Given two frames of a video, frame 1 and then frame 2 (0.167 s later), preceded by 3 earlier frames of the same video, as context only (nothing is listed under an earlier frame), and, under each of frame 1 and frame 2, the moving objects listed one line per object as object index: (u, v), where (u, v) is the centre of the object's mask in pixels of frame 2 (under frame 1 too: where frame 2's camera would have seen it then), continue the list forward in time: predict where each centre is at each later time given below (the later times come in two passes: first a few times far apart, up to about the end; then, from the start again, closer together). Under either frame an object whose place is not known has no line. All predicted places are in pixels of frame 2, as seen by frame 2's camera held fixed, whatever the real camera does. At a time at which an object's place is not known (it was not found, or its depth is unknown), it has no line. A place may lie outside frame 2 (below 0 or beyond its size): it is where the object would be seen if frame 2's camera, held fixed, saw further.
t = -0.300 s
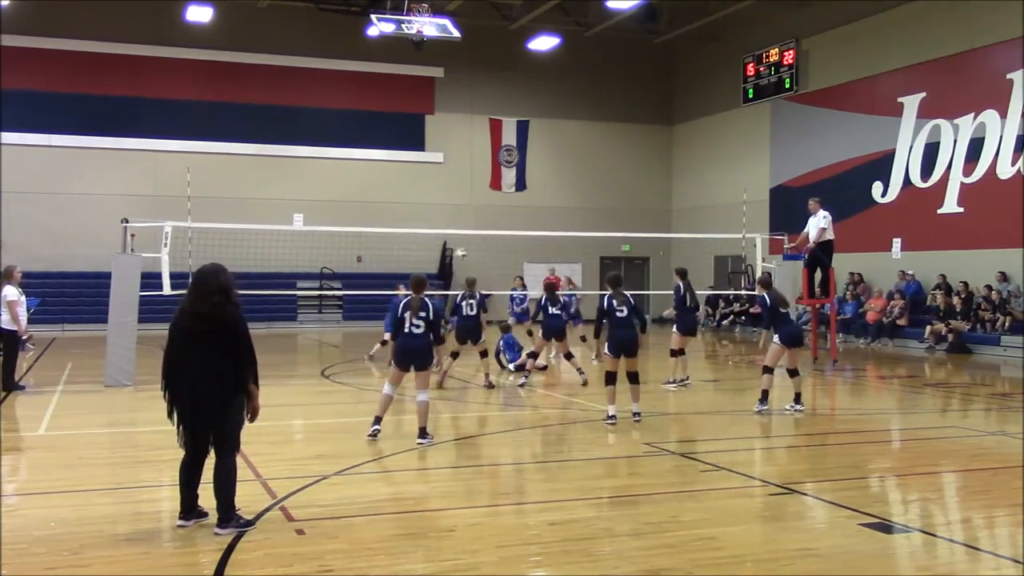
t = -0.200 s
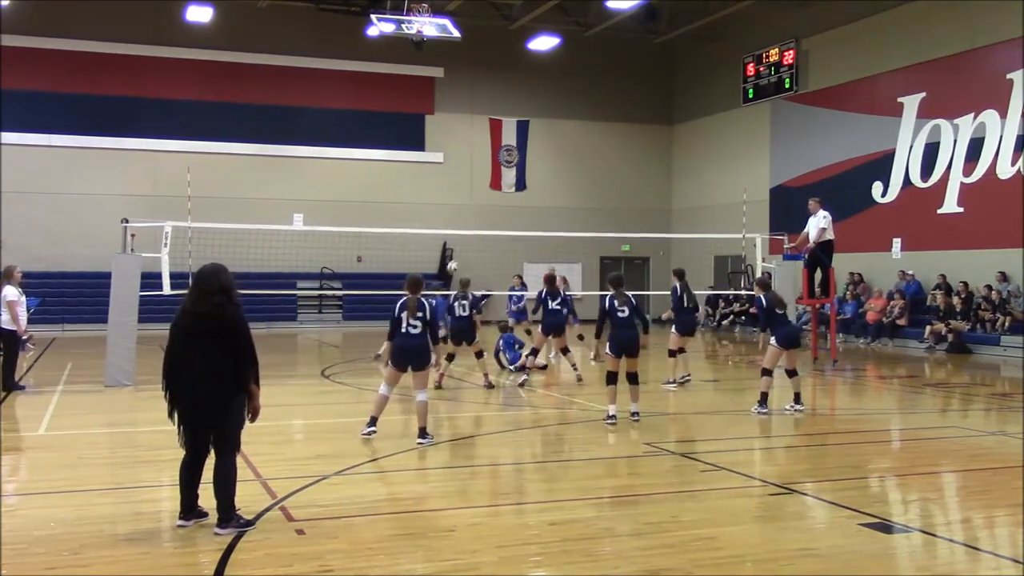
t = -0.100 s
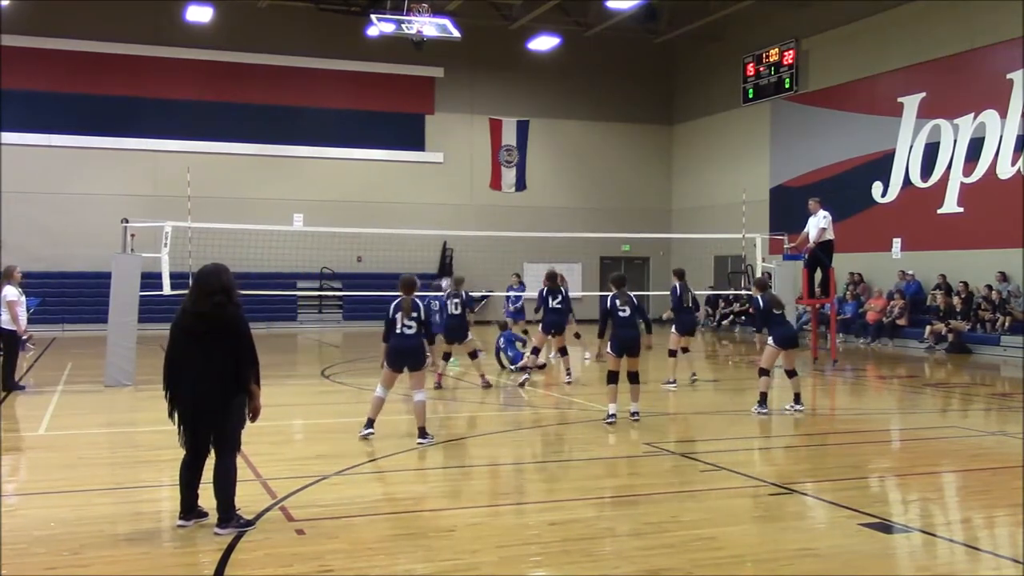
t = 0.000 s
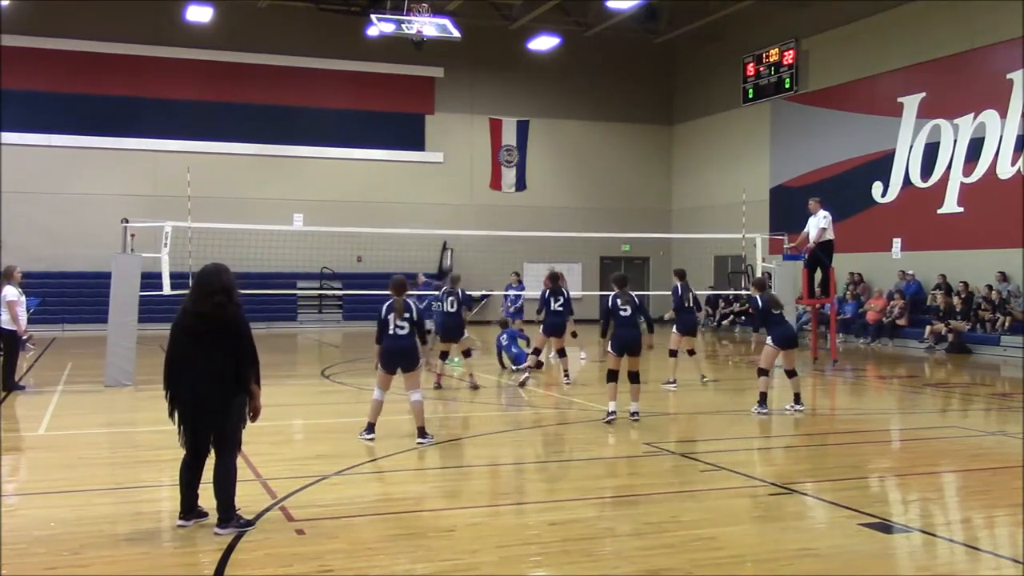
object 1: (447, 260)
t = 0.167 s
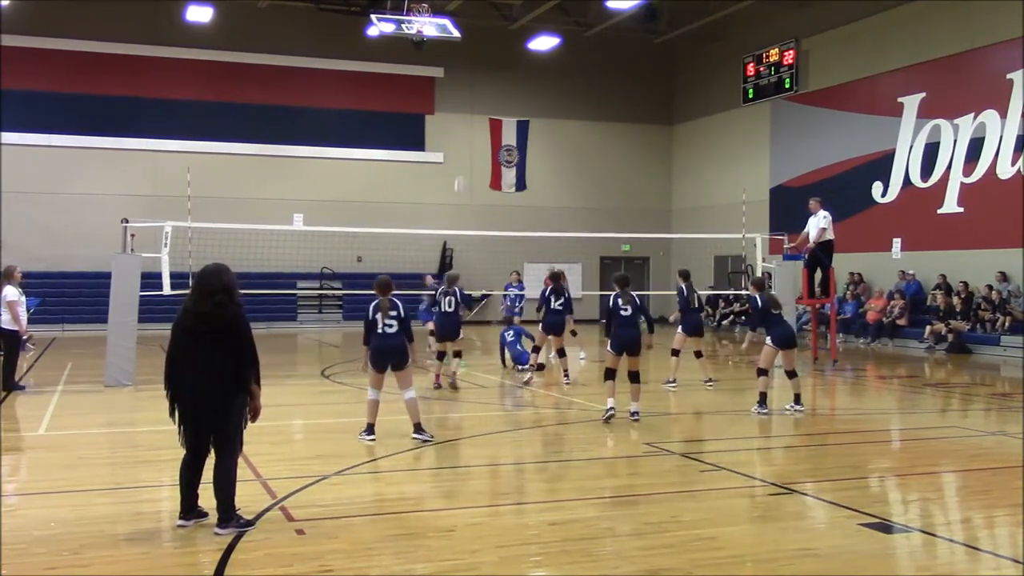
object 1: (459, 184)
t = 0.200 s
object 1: (462, 171)
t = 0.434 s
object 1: (480, 92)
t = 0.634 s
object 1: (496, 46)
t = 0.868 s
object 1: (517, 21)
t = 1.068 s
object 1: (535, 28)
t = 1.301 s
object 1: (561, 79)
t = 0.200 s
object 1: (462, 171)
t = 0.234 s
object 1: (464, 159)
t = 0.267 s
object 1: (465, 145)
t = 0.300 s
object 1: (467, 133)
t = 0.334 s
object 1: (471, 121)
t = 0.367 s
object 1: (474, 110)
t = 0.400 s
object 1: (477, 100)
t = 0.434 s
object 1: (480, 92)
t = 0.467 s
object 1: (482, 83)
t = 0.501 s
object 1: (485, 74)
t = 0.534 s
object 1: (488, 67)
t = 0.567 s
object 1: (491, 59)
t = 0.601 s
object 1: (493, 52)
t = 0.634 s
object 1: (496, 46)
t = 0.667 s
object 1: (499, 40)
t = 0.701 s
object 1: (502, 35)
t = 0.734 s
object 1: (505, 31)
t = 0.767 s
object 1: (508, 28)
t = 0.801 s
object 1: (511, 25)
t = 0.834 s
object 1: (513, 23)
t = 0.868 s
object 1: (517, 21)
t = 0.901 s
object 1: (520, 21)
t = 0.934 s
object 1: (523, 21)
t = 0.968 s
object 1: (526, 22)
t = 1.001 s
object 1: (529, 23)
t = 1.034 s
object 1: (532, 26)
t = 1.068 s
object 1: (535, 28)
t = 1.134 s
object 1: (543, 36)
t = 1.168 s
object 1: (548, 48)
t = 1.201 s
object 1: (550, 55)
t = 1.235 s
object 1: (554, 61)
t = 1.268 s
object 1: (557, 69)
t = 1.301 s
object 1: (561, 79)
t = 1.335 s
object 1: (565, 89)
